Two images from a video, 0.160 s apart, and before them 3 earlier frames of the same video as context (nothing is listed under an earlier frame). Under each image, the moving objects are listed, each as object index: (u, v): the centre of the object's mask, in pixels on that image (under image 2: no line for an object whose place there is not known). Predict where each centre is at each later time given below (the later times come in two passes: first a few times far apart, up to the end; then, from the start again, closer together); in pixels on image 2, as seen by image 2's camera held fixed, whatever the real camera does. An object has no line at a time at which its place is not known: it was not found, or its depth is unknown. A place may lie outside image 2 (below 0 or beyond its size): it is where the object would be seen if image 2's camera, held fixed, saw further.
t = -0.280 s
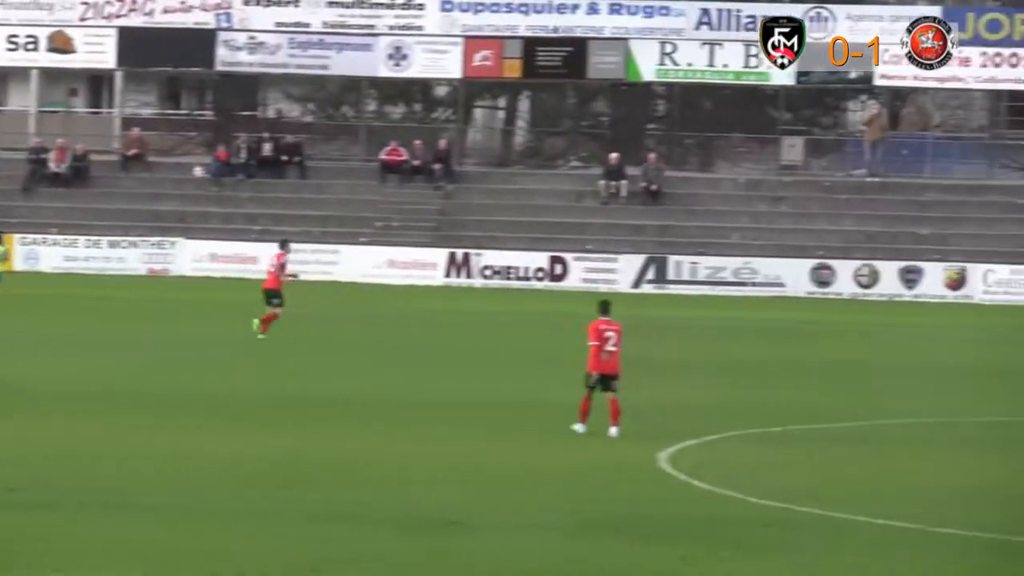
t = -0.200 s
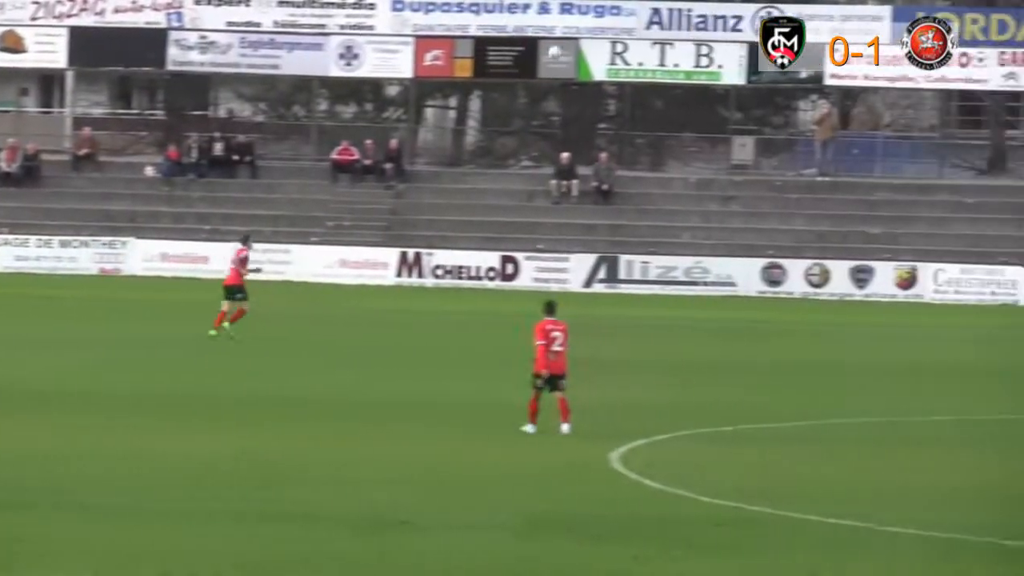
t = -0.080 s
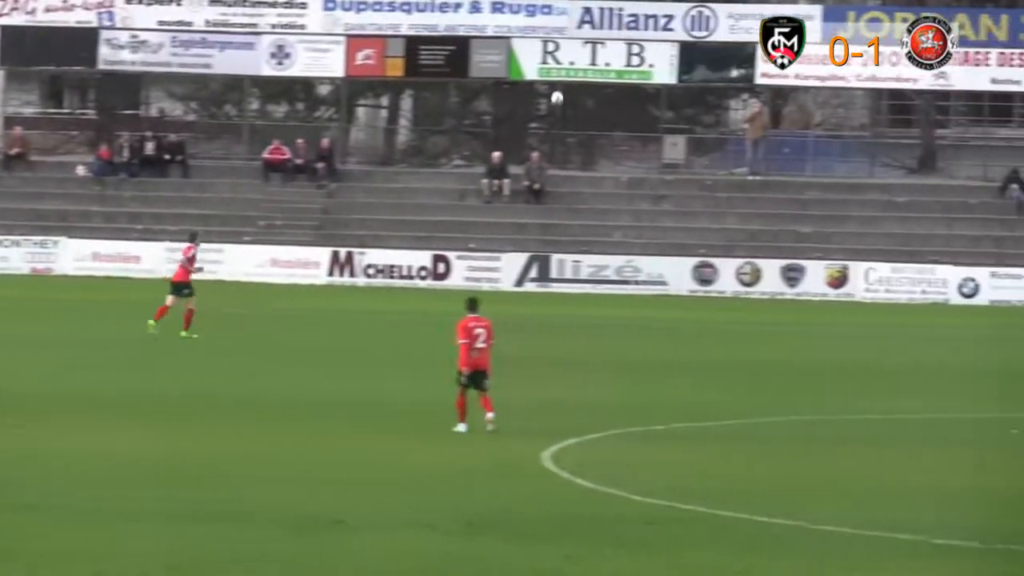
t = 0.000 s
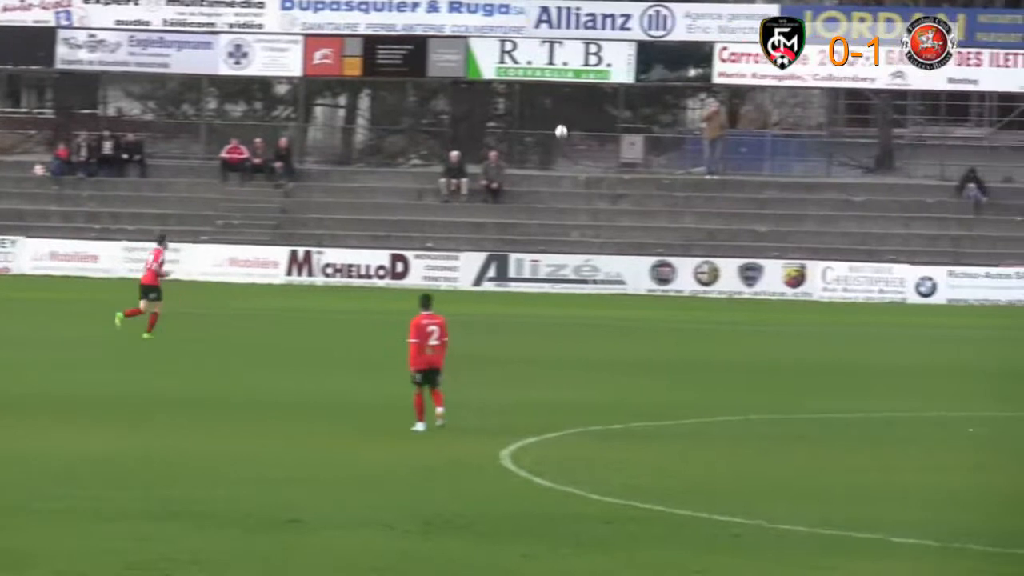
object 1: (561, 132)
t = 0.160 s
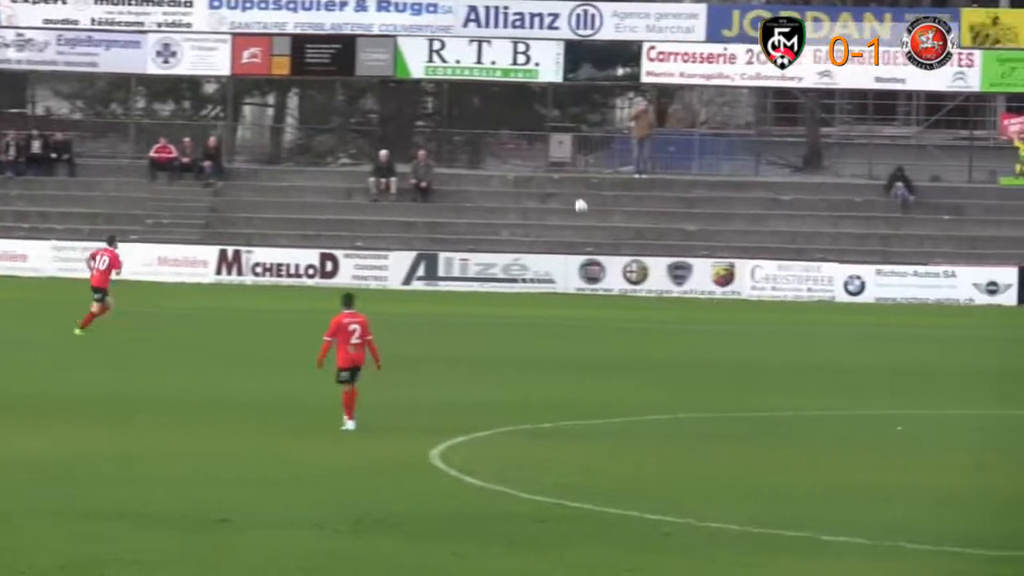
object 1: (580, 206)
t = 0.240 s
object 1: (625, 247)
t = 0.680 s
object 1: (801, 232)
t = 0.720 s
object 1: (814, 224)
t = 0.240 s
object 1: (625, 247)
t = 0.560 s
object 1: (762, 262)
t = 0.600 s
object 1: (775, 252)
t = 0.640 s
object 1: (788, 241)
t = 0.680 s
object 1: (801, 232)
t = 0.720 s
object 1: (814, 224)
